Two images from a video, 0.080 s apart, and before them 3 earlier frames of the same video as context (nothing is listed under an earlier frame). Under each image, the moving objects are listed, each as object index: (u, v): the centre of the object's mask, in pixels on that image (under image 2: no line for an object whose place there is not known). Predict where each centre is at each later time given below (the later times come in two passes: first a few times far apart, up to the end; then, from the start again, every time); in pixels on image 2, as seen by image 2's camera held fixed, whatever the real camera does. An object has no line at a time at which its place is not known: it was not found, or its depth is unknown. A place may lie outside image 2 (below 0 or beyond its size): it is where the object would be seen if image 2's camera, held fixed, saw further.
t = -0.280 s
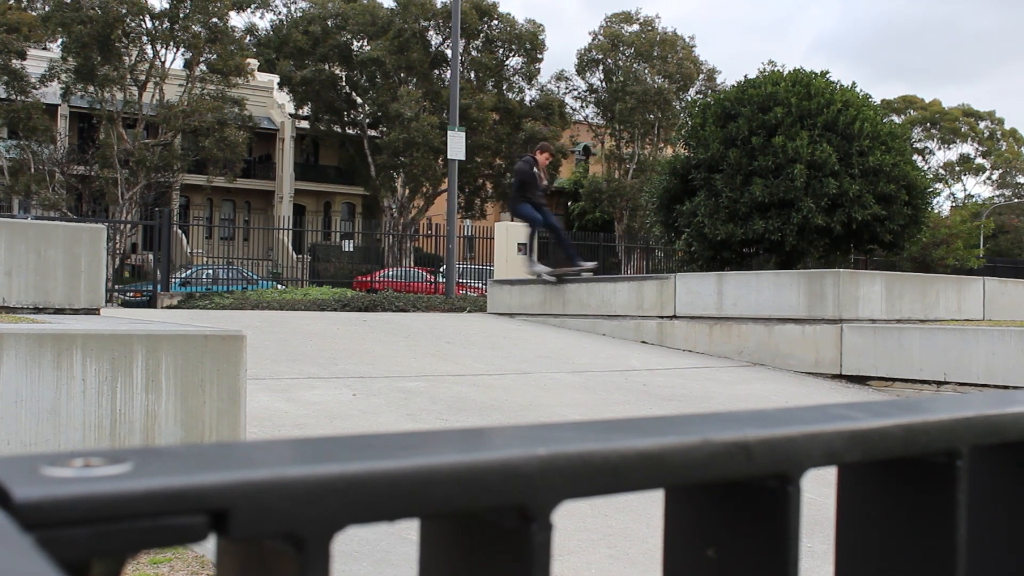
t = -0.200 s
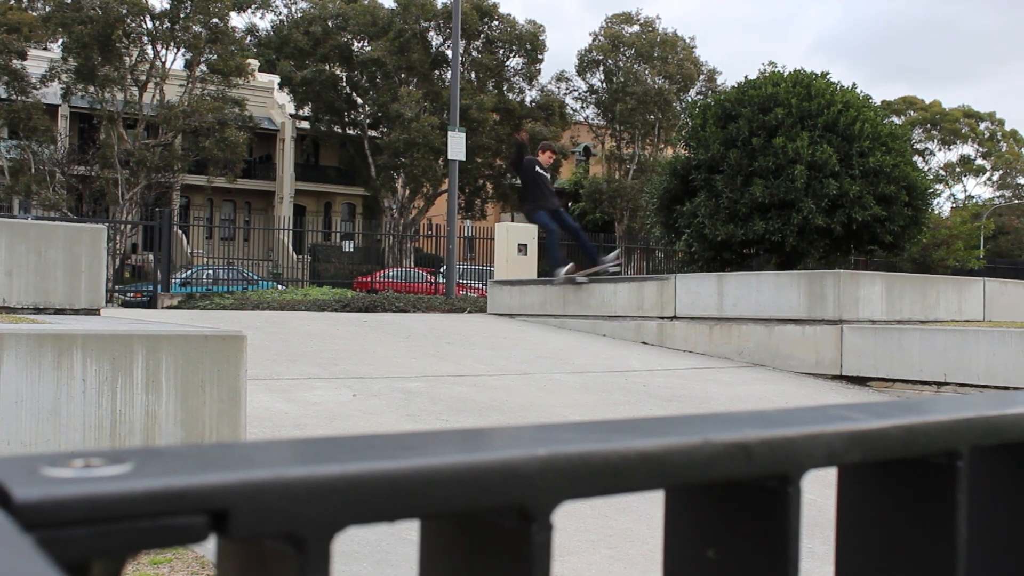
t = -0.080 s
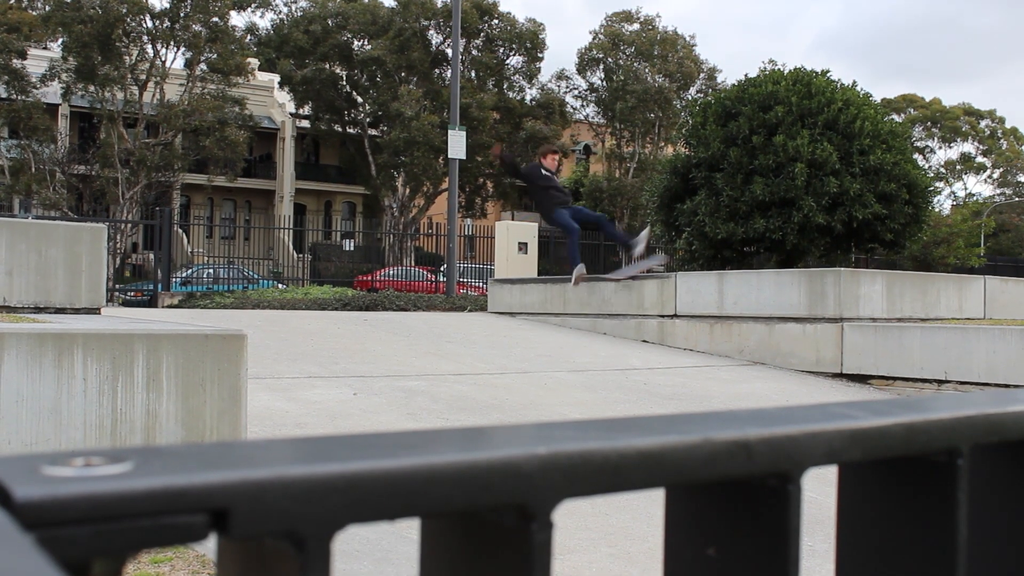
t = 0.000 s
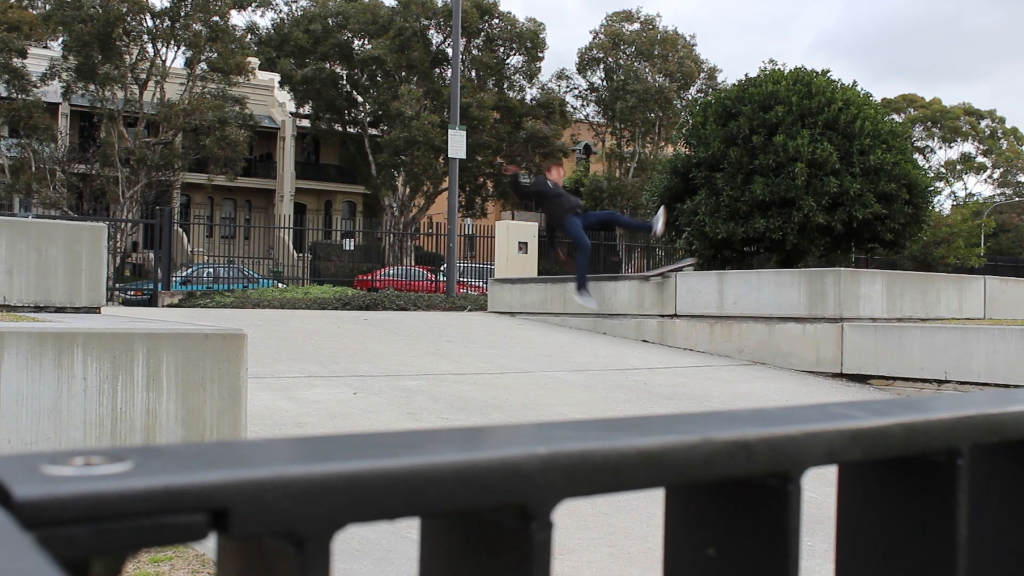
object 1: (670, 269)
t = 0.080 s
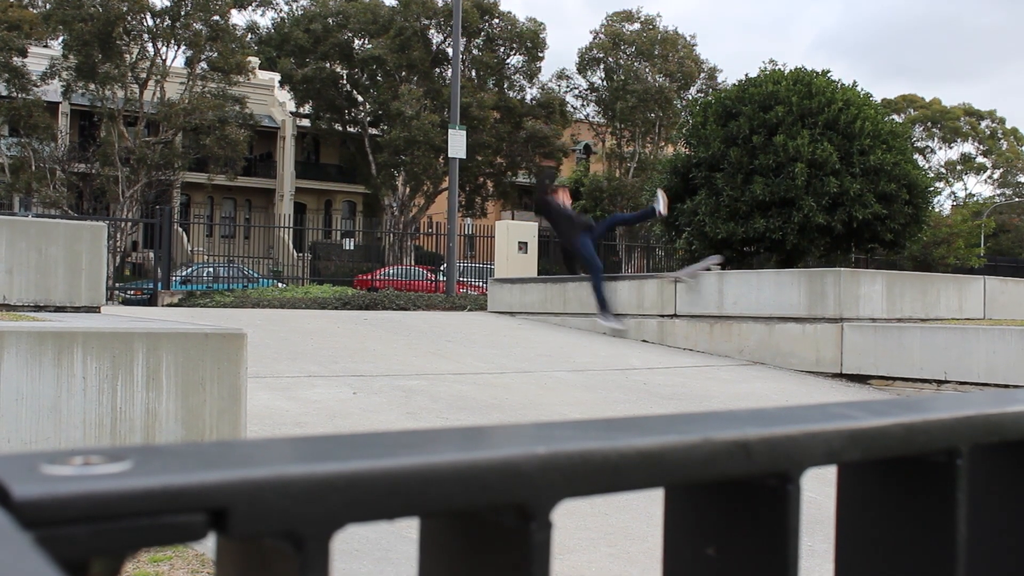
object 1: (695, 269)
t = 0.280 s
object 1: (766, 274)
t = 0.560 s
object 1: (881, 352)
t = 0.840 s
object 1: (1002, 376)
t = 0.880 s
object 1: (1011, 377)
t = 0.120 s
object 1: (711, 268)
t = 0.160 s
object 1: (725, 269)
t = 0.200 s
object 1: (739, 271)
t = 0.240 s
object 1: (752, 271)
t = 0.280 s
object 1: (766, 274)
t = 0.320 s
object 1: (780, 278)
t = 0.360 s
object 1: (795, 285)
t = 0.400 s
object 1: (810, 292)
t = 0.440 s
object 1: (827, 302)
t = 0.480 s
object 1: (843, 315)
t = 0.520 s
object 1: (864, 334)
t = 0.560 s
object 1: (881, 352)
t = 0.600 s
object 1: (899, 372)
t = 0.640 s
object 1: (921, 384)
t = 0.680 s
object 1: (929, 383)
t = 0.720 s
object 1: (943, 378)
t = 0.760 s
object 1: (964, 374)
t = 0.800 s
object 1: (976, 373)
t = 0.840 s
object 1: (1002, 376)
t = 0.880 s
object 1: (1011, 377)
